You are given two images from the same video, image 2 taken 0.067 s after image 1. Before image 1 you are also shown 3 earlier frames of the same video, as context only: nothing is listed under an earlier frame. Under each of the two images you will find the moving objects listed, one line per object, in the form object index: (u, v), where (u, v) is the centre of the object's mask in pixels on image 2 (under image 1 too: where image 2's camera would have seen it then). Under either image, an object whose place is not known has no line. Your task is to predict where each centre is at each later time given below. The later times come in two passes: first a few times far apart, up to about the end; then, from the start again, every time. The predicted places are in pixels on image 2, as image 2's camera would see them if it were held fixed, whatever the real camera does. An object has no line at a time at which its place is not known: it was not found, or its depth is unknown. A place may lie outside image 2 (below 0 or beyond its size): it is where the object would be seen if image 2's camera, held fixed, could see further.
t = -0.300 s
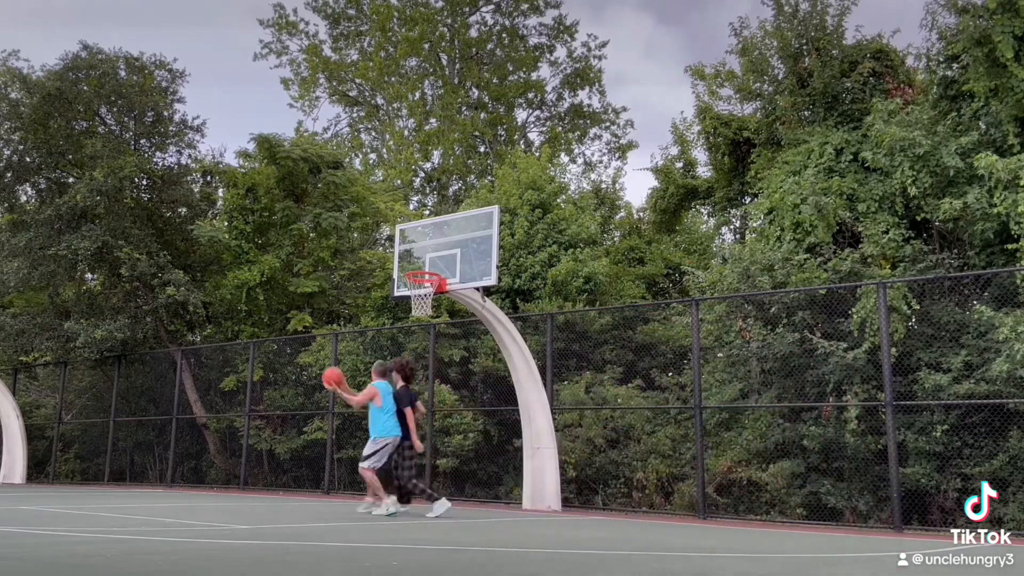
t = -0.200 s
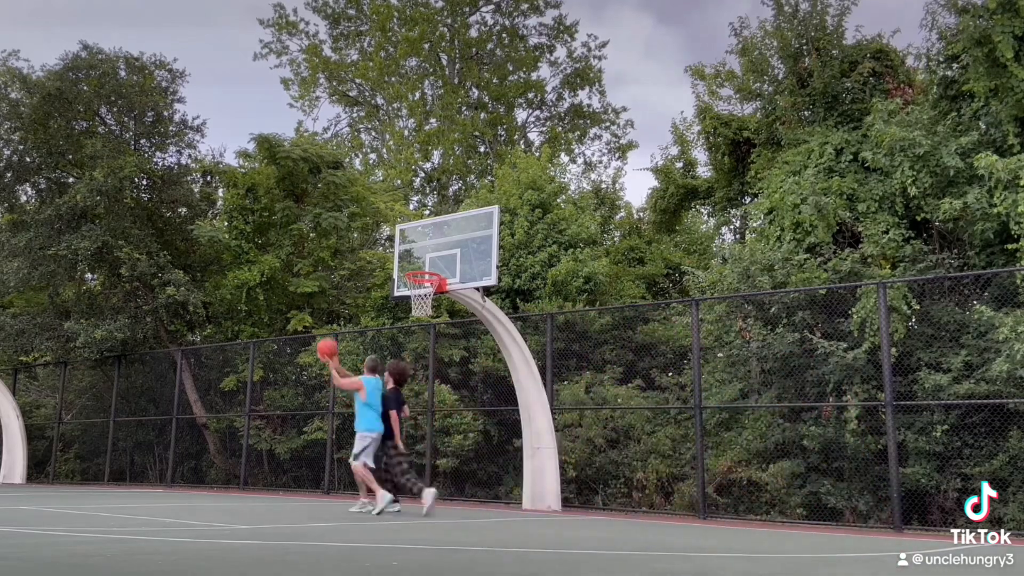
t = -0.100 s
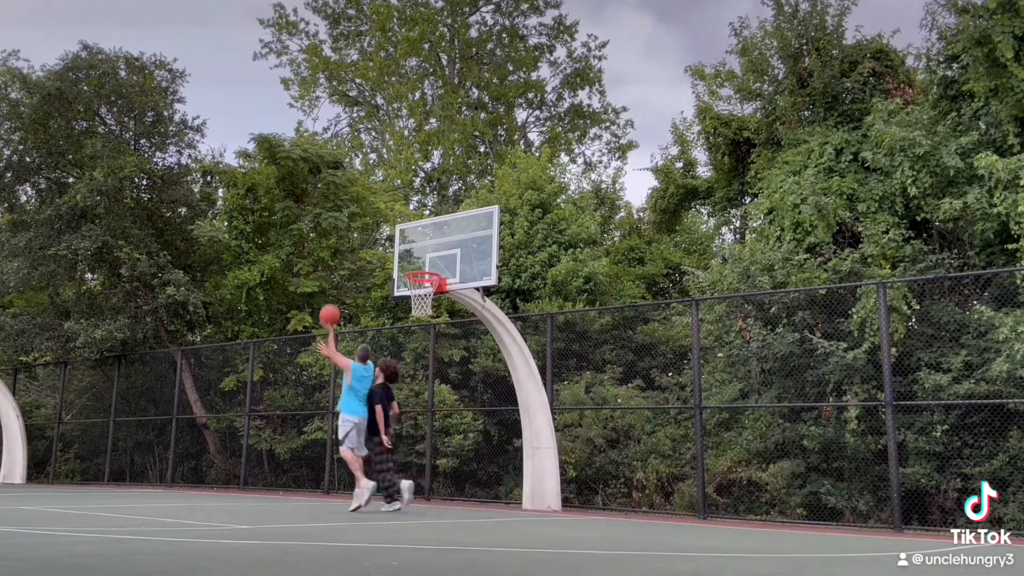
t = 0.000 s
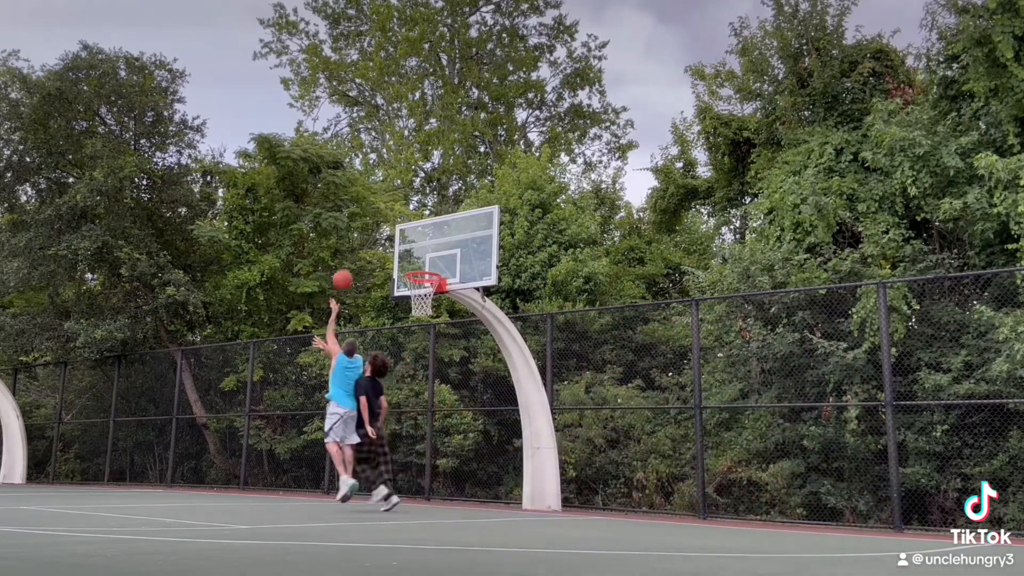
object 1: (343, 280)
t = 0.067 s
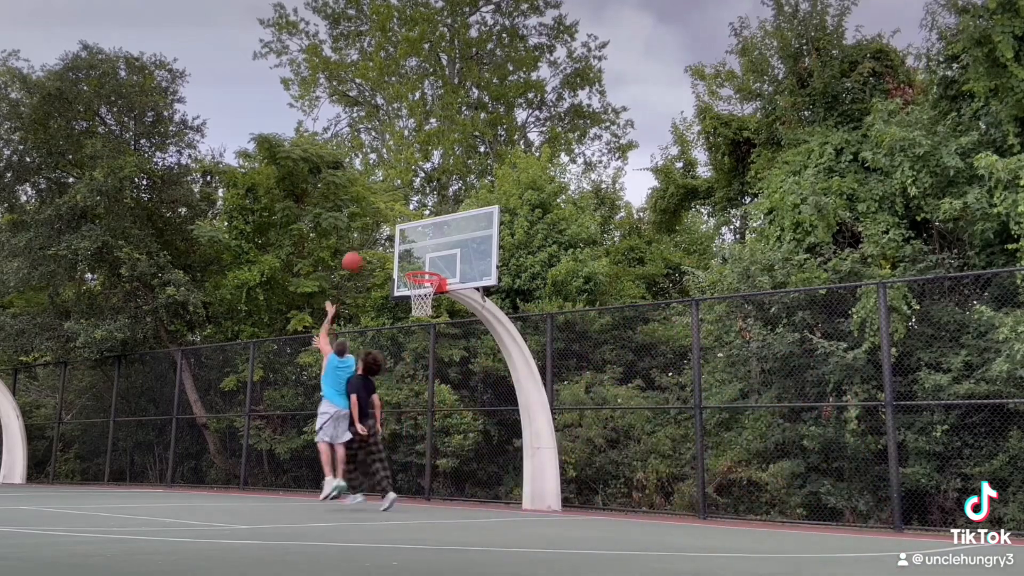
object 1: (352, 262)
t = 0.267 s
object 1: (378, 229)
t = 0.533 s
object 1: (409, 233)
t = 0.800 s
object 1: (423, 280)
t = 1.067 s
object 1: (405, 288)
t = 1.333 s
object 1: (419, 317)
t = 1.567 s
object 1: (435, 383)
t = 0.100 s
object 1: (357, 254)
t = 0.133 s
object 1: (361, 247)
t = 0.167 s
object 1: (366, 241)
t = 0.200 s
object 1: (370, 237)
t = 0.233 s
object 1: (374, 232)
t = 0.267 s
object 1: (378, 229)
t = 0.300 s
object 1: (382, 227)
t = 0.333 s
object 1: (385, 225)
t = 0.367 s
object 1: (390, 224)
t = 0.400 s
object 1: (394, 224)
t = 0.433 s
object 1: (398, 226)
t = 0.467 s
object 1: (401, 227)
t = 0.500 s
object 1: (405, 229)
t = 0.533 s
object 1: (409, 233)
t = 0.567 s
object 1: (412, 237)
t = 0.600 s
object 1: (416, 242)
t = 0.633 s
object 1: (418, 247)
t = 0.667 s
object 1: (422, 254)
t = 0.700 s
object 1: (426, 261)
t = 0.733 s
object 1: (430, 267)
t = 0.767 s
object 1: (432, 275)
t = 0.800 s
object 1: (423, 280)
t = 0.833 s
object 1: (418, 284)
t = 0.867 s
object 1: (411, 286)
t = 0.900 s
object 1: (407, 288)
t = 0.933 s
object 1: (405, 287)
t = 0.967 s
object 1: (404, 286)
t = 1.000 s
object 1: (404, 287)
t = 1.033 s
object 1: (405, 287)
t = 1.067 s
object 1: (405, 288)
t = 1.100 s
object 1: (407, 288)
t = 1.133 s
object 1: (406, 290)
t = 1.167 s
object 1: (408, 294)
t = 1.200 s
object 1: (409, 298)
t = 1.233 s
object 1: (412, 301)
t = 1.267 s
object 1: (414, 308)
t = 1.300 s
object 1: (417, 313)
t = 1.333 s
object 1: (419, 317)
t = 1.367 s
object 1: (422, 324)
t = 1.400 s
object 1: (424, 332)
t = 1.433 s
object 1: (427, 341)
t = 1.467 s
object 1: (429, 349)
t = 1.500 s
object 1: (431, 359)
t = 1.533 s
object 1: (434, 370)
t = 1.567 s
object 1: (435, 383)
